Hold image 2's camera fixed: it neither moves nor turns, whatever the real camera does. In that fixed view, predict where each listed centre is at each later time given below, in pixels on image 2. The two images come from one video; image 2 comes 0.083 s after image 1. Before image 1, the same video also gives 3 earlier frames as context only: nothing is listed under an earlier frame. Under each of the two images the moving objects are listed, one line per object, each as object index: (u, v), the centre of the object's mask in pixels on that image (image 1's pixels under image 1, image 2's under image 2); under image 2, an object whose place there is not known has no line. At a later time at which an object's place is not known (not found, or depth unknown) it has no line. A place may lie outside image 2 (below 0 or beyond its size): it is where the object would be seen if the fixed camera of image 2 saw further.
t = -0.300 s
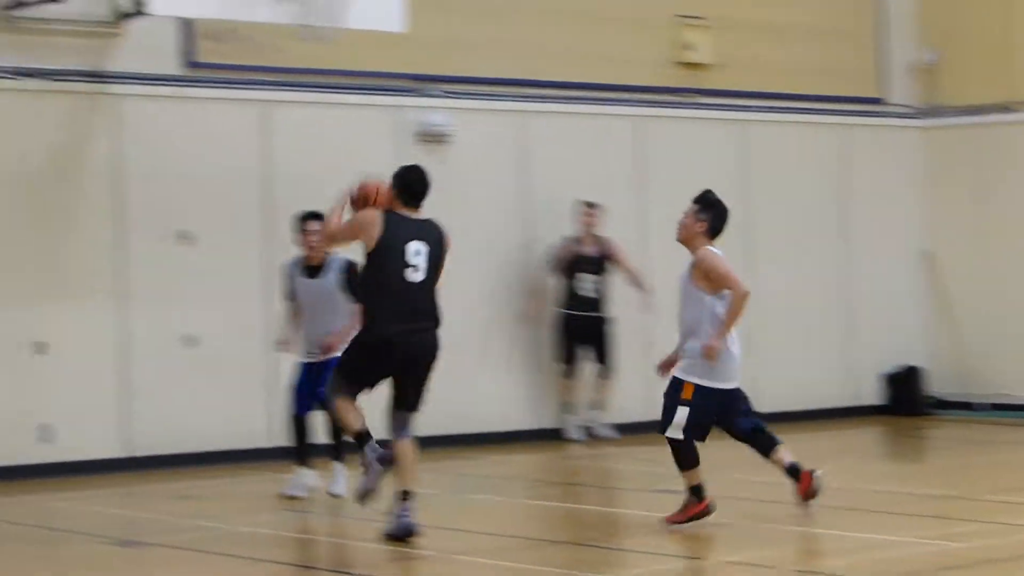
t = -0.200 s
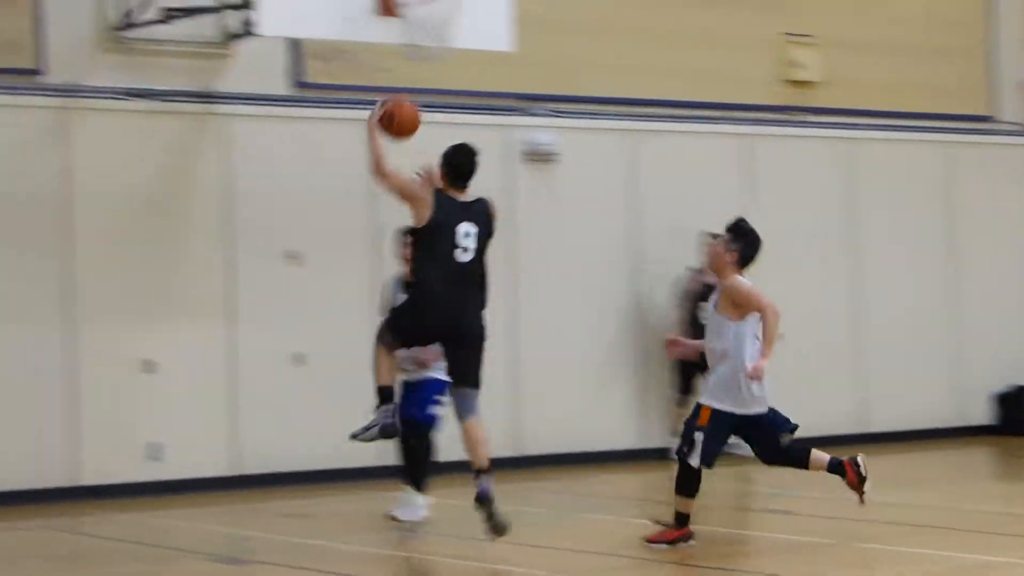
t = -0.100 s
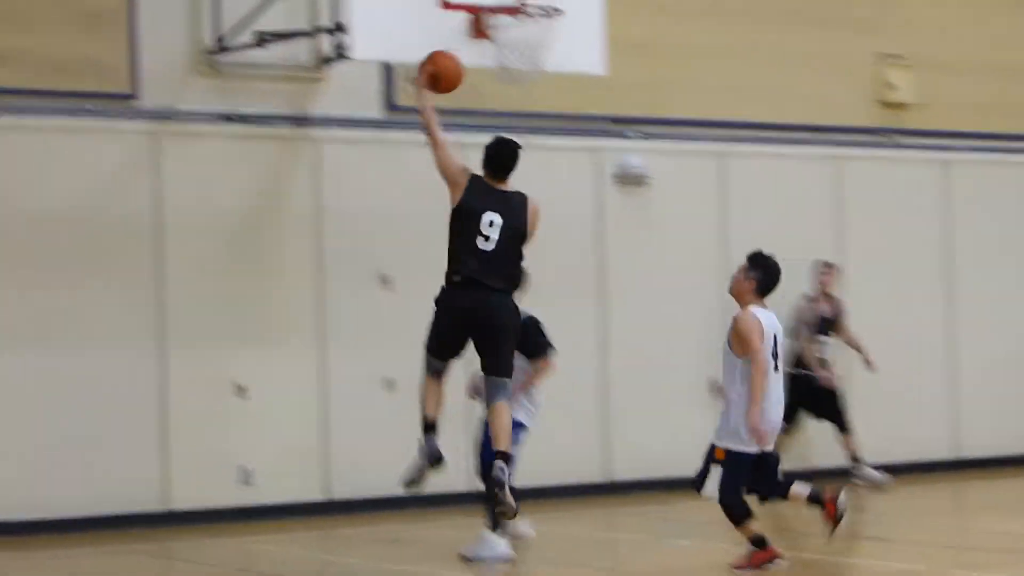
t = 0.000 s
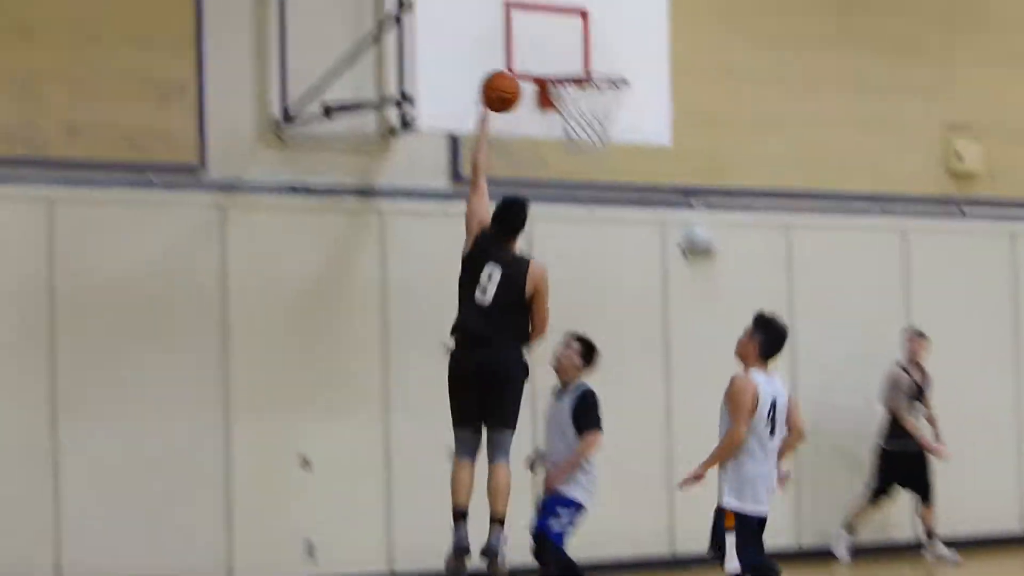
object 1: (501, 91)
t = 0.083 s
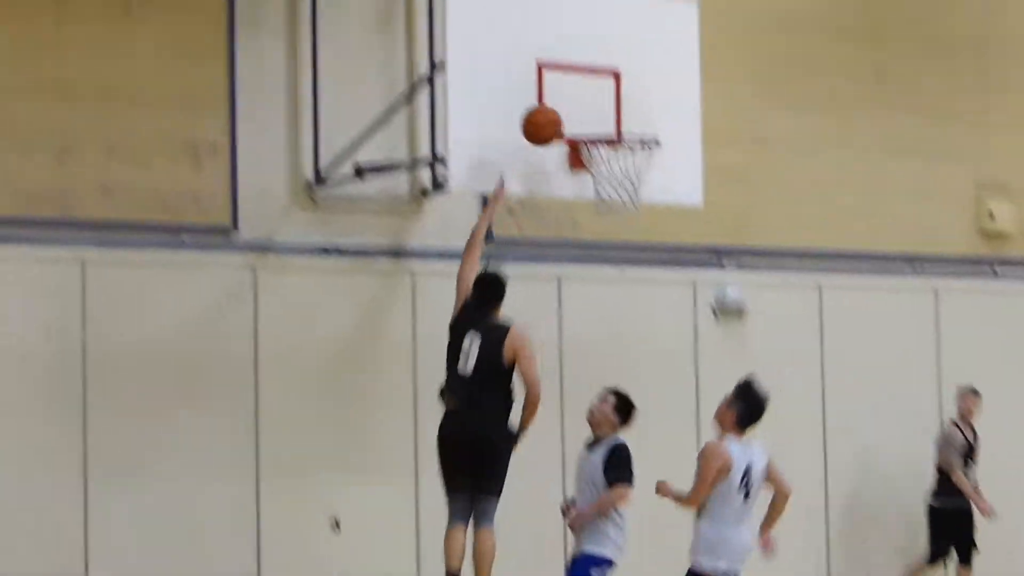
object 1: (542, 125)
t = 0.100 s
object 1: (544, 122)
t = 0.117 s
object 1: (546, 119)
